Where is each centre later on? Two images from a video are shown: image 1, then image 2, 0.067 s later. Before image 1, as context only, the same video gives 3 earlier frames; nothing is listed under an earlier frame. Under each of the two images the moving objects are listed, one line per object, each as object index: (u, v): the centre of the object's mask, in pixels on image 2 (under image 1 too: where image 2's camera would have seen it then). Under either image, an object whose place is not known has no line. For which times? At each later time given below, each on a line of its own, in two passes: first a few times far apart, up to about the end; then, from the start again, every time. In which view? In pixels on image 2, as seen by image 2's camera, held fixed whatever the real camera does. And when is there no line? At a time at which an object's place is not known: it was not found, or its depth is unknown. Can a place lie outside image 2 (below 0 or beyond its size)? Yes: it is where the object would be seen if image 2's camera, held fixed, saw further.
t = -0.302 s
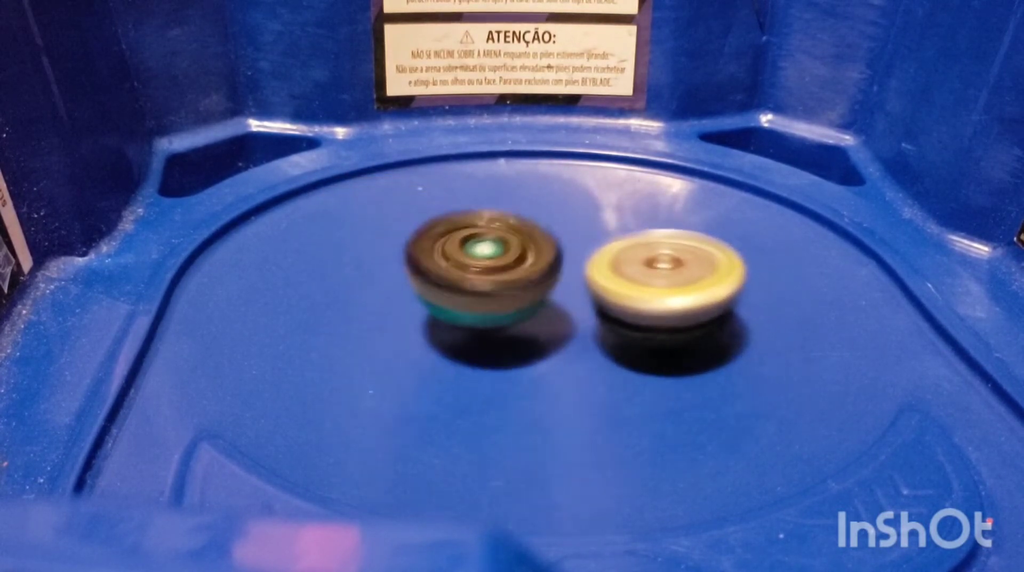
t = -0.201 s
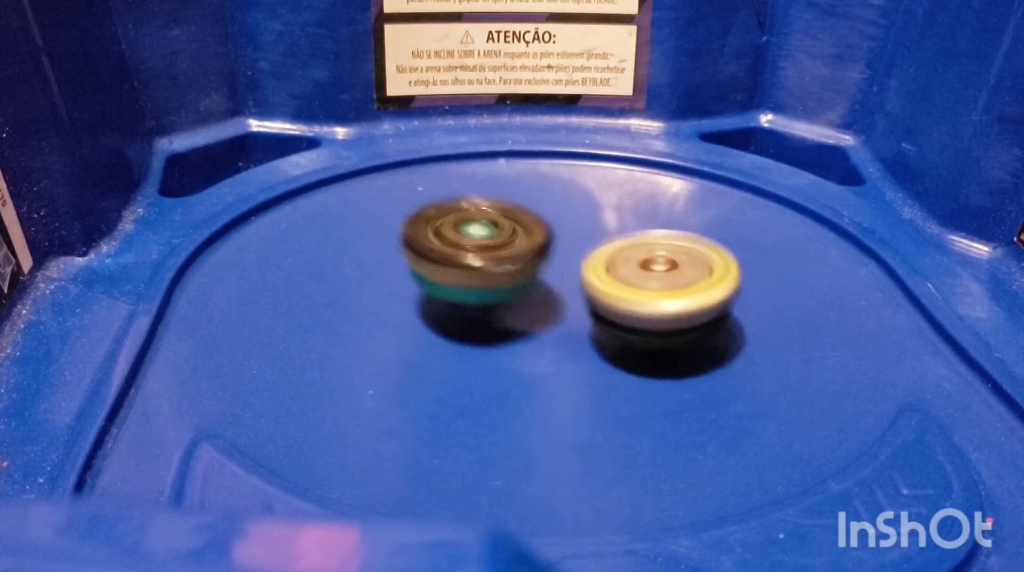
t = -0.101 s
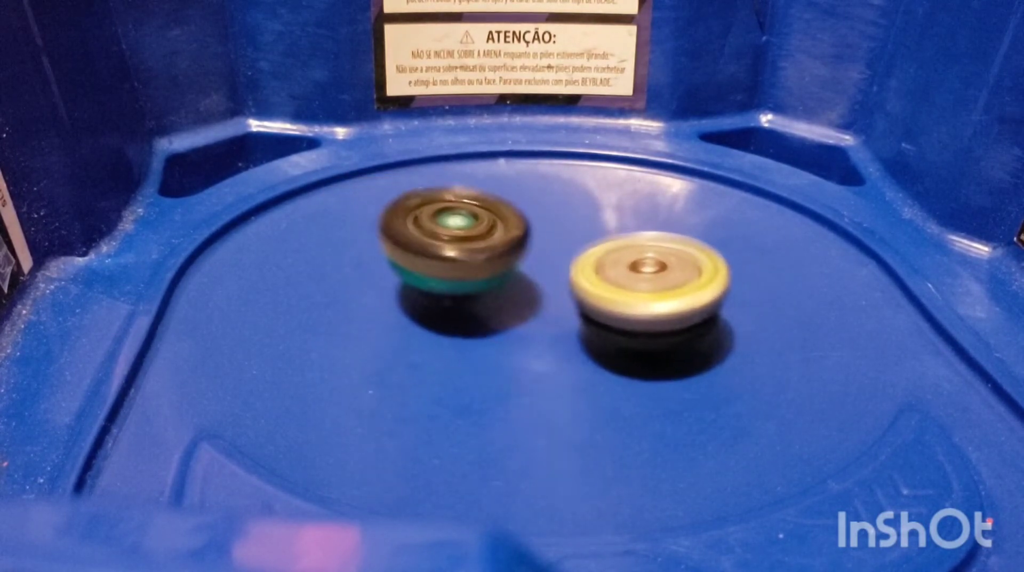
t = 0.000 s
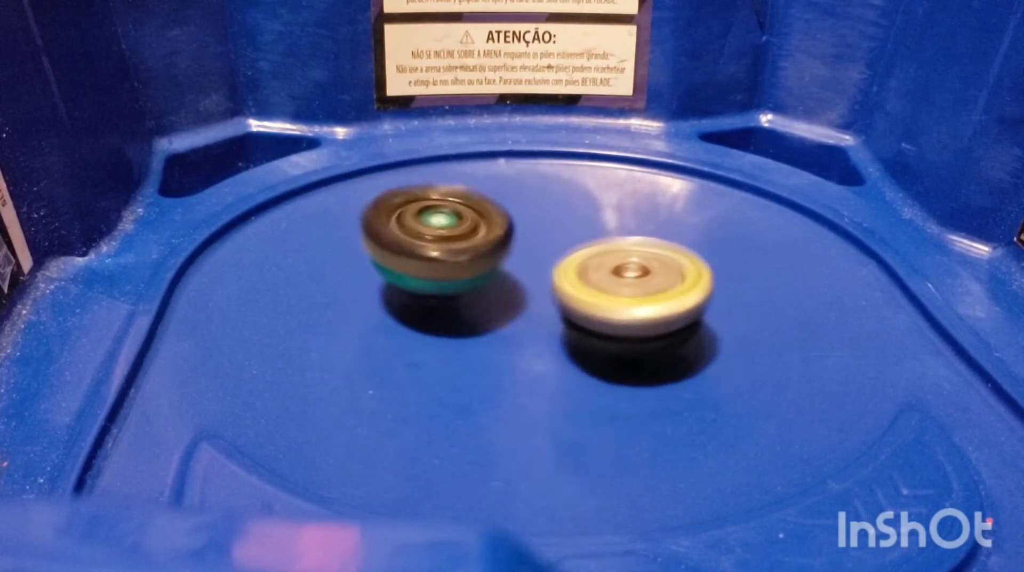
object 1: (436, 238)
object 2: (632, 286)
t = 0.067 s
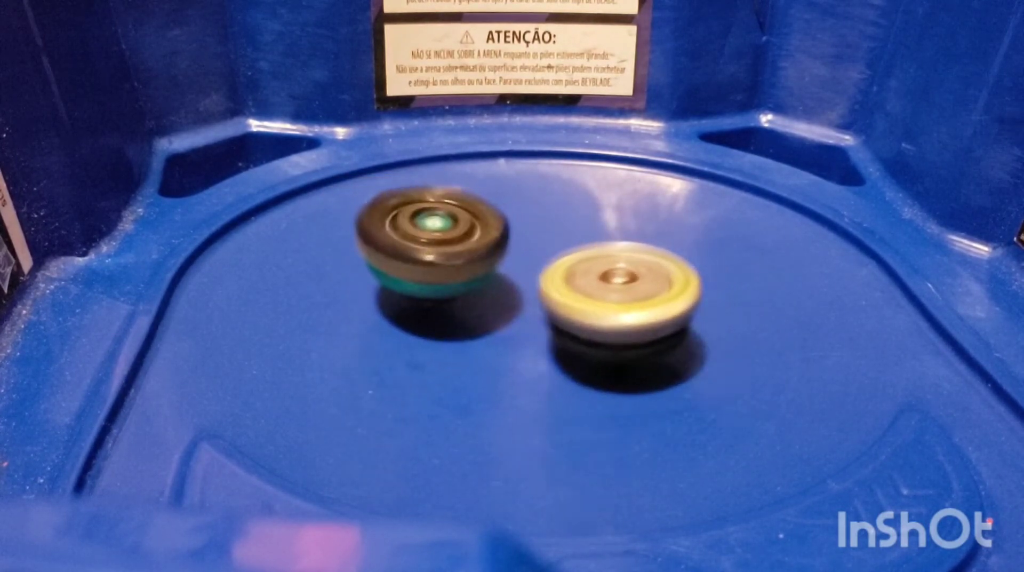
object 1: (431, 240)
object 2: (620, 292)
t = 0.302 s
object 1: (450, 252)
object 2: (581, 317)
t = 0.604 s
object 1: (505, 241)
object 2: (585, 326)
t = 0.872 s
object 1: (539, 201)
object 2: (600, 343)
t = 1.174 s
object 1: (543, 204)
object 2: (571, 308)
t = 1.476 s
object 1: (588, 246)
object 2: (456, 312)
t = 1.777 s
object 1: (640, 289)
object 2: (446, 297)
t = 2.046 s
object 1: (634, 308)
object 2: (459, 261)
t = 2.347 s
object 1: (556, 302)
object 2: (456, 232)
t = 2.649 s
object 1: (486, 309)
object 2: (489, 218)
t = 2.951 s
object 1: (472, 301)
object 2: (560, 224)
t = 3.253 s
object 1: (464, 270)
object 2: (627, 239)
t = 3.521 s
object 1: (435, 257)
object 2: (661, 253)
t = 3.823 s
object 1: (484, 263)
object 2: (648, 285)
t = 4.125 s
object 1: (508, 244)
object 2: (648, 320)
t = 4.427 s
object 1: (536, 237)
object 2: (587, 324)
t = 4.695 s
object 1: (558, 227)
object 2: (492, 310)
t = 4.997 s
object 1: (562, 239)
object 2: (416, 280)
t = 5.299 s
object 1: (600, 261)
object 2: (434, 264)
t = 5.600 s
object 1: (651, 273)
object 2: (485, 239)
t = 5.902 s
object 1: (662, 276)
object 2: (542, 218)
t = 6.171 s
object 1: (630, 301)
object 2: (557, 211)
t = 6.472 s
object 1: (550, 316)
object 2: (565, 231)
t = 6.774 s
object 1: (445, 314)
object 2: (603, 258)
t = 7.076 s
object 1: (456, 267)
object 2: (621, 288)
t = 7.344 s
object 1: (480, 223)
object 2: (687, 314)
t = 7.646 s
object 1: (548, 234)
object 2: (651, 311)
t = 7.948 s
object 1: (515, 234)
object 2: (580, 323)
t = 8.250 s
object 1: (474, 222)
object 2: (493, 315)
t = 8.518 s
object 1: (493, 215)
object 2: (441, 301)
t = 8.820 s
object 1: (557, 236)
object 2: (435, 290)
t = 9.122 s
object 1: (617, 268)
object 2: (411, 291)
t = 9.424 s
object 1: (617, 295)
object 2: (426, 270)
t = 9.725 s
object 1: (600, 302)
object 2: (461, 252)
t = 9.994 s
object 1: (634, 326)
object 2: (517, 235)
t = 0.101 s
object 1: (431, 242)
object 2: (613, 295)
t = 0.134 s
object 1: (433, 244)
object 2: (606, 298)
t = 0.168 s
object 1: (436, 247)
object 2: (599, 301)
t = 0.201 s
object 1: (440, 250)
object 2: (592, 304)
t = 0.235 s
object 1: (445, 253)
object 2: (584, 306)
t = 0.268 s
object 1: (448, 253)
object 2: (581, 311)
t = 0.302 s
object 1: (450, 252)
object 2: (581, 317)
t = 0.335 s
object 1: (453, 251)
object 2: (581, 321)
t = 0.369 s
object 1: (457, 251)
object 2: (581, 324)
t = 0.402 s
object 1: (461, 250)
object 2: (582, 326)
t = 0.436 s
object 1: (467, 249)
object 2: (582, 328)
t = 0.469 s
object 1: (474, 248)
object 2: (583, 329)
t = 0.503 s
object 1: (481, 247)
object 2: (584, 329)
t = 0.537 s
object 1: (489, 245)
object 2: (585, 329)
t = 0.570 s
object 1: (497, 243)
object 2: (585, 328)
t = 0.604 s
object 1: (505, 241)
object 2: (585, 326)
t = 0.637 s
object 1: (513, 239)
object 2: (582, 324)
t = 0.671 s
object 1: (522, 235)
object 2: (584, 329)
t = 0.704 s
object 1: (529, 229)
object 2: (587, 338)
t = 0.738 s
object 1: (533, 221)
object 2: (588, 344)
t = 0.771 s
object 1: (535, 215)
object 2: (591, 346)
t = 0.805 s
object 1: (537, 210)
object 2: (594, 346)
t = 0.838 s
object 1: (538, 205)
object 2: (598, 345)
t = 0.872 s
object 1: (539, 201)
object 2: (600, 343)
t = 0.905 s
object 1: (539, 198)
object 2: (602, 340)
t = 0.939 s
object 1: (540, 195)
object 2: (602, 336)
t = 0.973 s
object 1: (540, 194)
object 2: (603, 333)
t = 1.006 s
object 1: (540, 193)
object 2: (600, 328)
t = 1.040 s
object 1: (540, 193)
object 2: (597, 324)
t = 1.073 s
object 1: (540, 194)
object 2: (591, 320)
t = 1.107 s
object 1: (540, 197)
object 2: (586, 316)
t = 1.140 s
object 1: (542, 201)
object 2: (578, 312)
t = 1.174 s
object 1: (543, 204)
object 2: (571, 308)
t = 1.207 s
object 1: (544, 207)
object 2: (561, 305)
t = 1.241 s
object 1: (547, 211)
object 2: (549, 304)
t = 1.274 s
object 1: (550, 215)
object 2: (533, 305)
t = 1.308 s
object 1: (556, 221)
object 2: (516, 306)
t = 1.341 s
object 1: (563, 225)
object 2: (496, 309)
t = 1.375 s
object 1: (569, 231)
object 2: (480, 312)
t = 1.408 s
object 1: (575, 237)
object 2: (468, 313)
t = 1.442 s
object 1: (582, 241)
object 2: (461, 312)
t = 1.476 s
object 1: (588, 246)
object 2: (456, 312)
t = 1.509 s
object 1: (596, 251)
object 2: (452, 312)
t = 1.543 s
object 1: (604, 255)
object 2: (450, 311)
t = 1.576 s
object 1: (611, 260)
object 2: (448, 309)
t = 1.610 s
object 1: (618, 264)
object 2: (447, 308)
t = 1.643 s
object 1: (623, 269)
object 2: (446, 307)
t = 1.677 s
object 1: (629, 275)
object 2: (446, 305)
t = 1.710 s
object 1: (633, 280)
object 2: (446, 304)
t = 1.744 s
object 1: (637, 285)
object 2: (446, 300)
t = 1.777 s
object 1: (640, 289)
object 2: (446, 297)
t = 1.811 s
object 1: (642, 293)
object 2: (445, 293)
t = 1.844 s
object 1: (644, 297)
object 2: (446, 290)
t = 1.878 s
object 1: (645, 300)
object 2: (446, 286)
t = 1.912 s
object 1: (645, 302)
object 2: (448, 282)
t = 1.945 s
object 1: (644, 304)
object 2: (450, 278)
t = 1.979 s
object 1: (642, 306)
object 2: (453, 273)
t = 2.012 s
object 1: (639, 307)
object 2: (458, 268)
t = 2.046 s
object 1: (634, 308)
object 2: (459, 261)
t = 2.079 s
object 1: (629, 308)
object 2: (459, 256)
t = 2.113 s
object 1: (623, 308)
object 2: (458, 252)
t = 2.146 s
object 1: (616, 308)
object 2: (457, 248)
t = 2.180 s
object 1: (608, 307)
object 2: (457, 245)
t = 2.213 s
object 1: (599, 306)
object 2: (456, 243)
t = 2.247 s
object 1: (589, 305)
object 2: (457, 240)
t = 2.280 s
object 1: (579, 304)
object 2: (456, 237)
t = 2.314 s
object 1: (568, 302)
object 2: (456, 235)
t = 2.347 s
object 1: (556, 302)
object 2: (456, 232)
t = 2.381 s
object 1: (542, 303)
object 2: (457, 229)
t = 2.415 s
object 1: (527, 306)
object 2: (460, 225)
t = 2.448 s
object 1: (517, 307)
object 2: (462, 223)
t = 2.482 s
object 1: (510, 308)
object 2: (466, 222)
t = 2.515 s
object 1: (505, 307)
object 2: (470, 221)
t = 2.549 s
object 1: (500, 307)
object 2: (473, 220)
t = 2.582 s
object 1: (496, 306)
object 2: (478, 219)
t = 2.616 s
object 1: (491, 307)
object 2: (483, 218)
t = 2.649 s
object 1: (486, 309)
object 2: (489, 218)
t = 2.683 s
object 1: (481, 310)
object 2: (497, 219)
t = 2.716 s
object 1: (478, 311)
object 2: (504, 220)
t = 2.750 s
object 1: (476, 311)
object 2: (512, 219)
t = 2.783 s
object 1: (475, 310)
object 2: (521, 220)
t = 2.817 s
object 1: (474, 310)
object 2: (529, 221)
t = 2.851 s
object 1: (474, 309)
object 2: (537, 221)
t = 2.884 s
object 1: (474, 307)
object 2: (545, 223)
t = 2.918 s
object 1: (473, 304)
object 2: (552, 224)
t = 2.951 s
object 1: (472, 301)
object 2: (560, 224)
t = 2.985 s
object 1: (472, 298)
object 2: (568, 226)
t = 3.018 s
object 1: (472, 294)
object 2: (575, 227)
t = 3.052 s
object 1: (472, 291)
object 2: (582, 228)
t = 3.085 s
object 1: (473, 288)
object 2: (588, 230)
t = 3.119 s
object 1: (476, 285)
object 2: (595, 232)
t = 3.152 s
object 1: (478, 281)
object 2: (601, 234)
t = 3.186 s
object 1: (476, 276)
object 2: (610, 236)
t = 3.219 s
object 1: (468, 273)
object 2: (619, 237)
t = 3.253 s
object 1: (464, 270)
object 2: (627, 239)
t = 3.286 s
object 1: (461, 267)
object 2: (635, 240)
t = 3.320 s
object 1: (458, 264)
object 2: (641, 241)
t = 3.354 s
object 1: (454, 260)
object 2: (647, 242)
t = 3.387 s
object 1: (448, 258)
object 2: (652, 243)
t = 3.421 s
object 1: (443, 256)
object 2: (656, 246)
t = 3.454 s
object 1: (439, 256)
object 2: (659, 247)
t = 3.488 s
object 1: (436, 256)
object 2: (661, 250)
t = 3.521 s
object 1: (435, 257)
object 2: (661, 253)
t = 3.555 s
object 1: (436, 259)
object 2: (661, 255)
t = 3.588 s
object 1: (437, 260)
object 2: (661, 258)
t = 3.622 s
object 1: (440, 263)
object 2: (661, 262)
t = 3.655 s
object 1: (445, 265)
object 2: (659, 265)
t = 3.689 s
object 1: (453, 266)
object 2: (657, 269)
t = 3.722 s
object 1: (461, 266)
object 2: (656, 272)
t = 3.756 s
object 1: (470, 265)
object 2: (653, 277)
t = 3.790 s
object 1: (477, 264)
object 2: (650, 280)
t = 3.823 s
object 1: (484, 263)
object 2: (648, 285)
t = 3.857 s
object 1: (489, 260)
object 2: (647, 290)
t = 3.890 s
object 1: (490, 256)
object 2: (650, 296)
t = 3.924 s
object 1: (492, 252)
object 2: (652, 301)
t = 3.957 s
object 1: (496, 251)
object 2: (653, 305)
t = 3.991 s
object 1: (499, 249)
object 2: (654, 309)
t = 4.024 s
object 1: (501, 247)
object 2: (654, 313)
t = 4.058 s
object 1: (504, 247)
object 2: (653, 316)
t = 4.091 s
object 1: (506, 245)
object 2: (651, 318)
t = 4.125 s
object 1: (508, 244)
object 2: (648, 320)
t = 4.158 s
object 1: (510, 244)
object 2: (644, 322)
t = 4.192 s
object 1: (513, 244)
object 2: (640, 323)
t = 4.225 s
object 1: (515, 243)
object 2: (634, 325)
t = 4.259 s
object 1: (518, 243)
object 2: (628, 325)
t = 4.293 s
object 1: (520, 242)
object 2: (621, 325)
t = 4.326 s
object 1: (523, 242)
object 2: (614, 325)
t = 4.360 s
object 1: (527, 241)
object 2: (606, 324)
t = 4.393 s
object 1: (531, 239)
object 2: (596, 324)
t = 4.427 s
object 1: (536, 237)
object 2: (587, 324)
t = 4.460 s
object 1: (540, 234)
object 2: (576, 324)
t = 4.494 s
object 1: (542, 232)
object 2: (564, 323)
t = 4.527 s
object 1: (544, 231)
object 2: (552, 322)
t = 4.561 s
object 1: (548, 230)
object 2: (540, 321)
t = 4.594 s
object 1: (552, 228)
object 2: (529, 319)
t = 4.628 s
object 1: (555, 228)
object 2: (517, 316)
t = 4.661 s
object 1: (557, 227)
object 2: (505, 313)
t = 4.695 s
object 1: (558, 227)
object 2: (492, 310)
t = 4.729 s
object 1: (560, 228)
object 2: (480, 306)
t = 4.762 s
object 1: (560, 228)
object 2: (468, 303)
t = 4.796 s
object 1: (560, 229)
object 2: (457, 298)
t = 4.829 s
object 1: (560, 230)
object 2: (447, 294)
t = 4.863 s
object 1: (560, 231)
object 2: (438, 290)
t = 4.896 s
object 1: (560, 233)
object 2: (431, 287)
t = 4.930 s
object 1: (560, 235)
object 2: (424, 284)
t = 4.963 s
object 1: (561, 237)
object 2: (419, 282)
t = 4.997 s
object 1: (562, 239)
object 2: (416, 280)
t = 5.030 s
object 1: (563, 241)
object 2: (415, 278)
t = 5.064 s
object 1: (564, 244)
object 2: (414, 276)
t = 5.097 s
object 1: (566, 247)
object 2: (414, 275)
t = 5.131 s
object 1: (570, 248)
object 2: (415, 273)
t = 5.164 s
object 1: (575, 251)
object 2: (417, 272)
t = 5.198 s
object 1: (581, 253)
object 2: (420, 270)
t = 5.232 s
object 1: (588, 255)
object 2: (424, 269)
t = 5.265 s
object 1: (595, 259)
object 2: (429, 266)
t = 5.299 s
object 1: (600, 261)
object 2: (434, 264)
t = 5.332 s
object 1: (605, 265)
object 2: (439, 262)
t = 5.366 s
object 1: (608, 266)
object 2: (445, 260)
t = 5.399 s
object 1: (610, 267)
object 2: (451, 257)
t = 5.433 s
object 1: (617, 268)
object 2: (454, 254)
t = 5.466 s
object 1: (625, 269)
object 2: (459, 249)
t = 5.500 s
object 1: (633, 271)
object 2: (464, 246)
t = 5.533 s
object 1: (640, 272)
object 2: (471, 243)
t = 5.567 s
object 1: (647, 273)
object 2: (478, 241)
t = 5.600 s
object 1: (651, 273)
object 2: (485, 239)
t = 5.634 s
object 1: (655, 273)
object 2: (493, 236)
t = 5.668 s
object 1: (658, 273)
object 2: (501, 234)
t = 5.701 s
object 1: (659, 272)
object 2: (509, 232)
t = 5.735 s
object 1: (658, 271)
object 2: (517, 230)
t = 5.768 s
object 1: (659, 271)
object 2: (524, 227)
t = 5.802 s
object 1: (661, 273)
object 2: (529, 224)
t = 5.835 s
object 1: (663, 274)
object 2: (533, 222)
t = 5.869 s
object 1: (663, 275)
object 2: (538, 220)
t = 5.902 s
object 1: (662, 276)
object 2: (542, 218)
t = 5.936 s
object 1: (660, 278)
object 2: (546, 216)
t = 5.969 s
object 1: (657, 279)
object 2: (549, 215)
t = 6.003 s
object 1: (652, 280)
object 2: (552, 214)
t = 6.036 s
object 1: (646, 282)
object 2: (555, 214)
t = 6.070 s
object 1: (642, 287)
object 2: (555, 212)
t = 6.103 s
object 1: (638, 293)
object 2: (557, 210)
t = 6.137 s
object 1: (634, 297)
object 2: (557, 210)
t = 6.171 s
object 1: (630, 301)
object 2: (557, 211)
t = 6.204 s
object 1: (625, 305)
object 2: (557, 212)
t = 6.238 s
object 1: (618, 309)
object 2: (558, 214)
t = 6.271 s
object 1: (610, 311)
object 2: (558, 215)
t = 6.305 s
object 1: (602, 314)
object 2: (558, 217)
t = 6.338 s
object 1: (592, 316)
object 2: (558, 219)
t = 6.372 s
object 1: (582, 317)
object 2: (559, 223)
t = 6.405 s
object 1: (571, 317)
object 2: (560, 225)
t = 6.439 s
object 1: (561, 317)
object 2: (561, 228)
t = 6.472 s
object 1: (550, 316)
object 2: (565, 231)
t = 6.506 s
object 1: (532, 321)
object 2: (570, 232)
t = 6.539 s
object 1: (516, 325)
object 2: (576, 234)
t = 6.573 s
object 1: (502, 327)
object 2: (580, 238)
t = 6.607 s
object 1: (492, 327)
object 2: (583, 241)
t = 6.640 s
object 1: (481, 326)
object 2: (586, 244)
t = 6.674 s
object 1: (470, 324)
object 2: (589, 248)
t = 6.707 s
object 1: (461, 322)
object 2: (593, 251)
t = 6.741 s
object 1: (452, 319)
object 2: (598, 255)
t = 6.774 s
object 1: (445, 314)
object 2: (603, 258)
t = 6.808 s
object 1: (438, 309)
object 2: (607, 261)
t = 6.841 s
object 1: (436, 304)
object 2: (611, 265)
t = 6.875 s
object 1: (433, 299)
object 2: (614, 268)
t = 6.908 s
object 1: (432, 293)
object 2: (617, 272)
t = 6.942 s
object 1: (434, 288)
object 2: (618, 275)
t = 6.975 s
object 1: (437, 282)
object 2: (619, 278)
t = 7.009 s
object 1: (442, 277)
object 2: (620, 281)
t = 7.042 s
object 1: (448, 271)
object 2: (621, 284)
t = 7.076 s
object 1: (456, 267)
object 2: (621, 288)
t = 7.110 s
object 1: (454, 259)
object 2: (635, 295)
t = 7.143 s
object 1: (447, 248)
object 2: (651, 303)
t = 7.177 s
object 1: (446, 240)
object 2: (661, 308)
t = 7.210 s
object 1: (451, 234)
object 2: (669, 310)
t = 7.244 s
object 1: (457, 230)
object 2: (675, 312)
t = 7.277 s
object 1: (464, 228)
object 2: (680, 313)
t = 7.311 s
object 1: (472, 226)
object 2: (684, 314)
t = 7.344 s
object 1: (480, 223)
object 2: (687, 314)
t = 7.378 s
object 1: (491, 223)
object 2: (688, 314)
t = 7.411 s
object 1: (501, 224)
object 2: (688, 313)
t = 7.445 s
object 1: (510, 224)
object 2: (686, 312)
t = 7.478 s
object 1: (521, 226)
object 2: (681, 311)
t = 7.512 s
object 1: (531, 230)
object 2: (675, 309)
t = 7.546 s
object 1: (538, 234)
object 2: (667, 308)
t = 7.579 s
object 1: (544, 237)
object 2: (659, 306)
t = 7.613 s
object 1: (549, 238)
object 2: (653, 307)
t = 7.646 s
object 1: (548, 234)
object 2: (651, 311)
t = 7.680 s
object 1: (545, 232)
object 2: (645, 312)
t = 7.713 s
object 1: (544, 231)
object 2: (637, 313)
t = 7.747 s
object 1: (542, 232)
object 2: (629, 313)
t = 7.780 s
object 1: (542, 234)
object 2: (621, 313)
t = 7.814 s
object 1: (538, 236)
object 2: (613, 314)
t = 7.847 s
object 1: (534, 237)
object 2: (605, 318)
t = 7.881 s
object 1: (528, 236)
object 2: (597, 321)
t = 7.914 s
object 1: (520, 235)
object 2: (589, 322)
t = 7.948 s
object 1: (515, 234)
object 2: (580, 323)
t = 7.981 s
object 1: (510, 233)
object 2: (571, 323)
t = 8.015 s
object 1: (504, 231)
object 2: (561, 324)
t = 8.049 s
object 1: (498, 230)
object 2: (551, 323)
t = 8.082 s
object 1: (492, 229)
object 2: (541, 322)
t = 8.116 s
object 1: (487, 228)
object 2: (531, 321)
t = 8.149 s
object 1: (482, 227)
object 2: (521, 318)
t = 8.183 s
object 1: (477, 226)
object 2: (512, 316)
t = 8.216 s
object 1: (475, 225)
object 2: (502, 313)
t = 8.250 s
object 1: (474, 222)
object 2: (493, 315)
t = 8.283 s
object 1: (472, 221)
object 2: (484, 314)
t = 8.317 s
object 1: (471, 218)
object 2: (477, 313)
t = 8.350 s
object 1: (471, 217)
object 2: (471, 310)
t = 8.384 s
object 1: (472, 215)
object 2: (465, 308)
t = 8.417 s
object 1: (474, 214)
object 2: (459, 305)
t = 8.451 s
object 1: (478, 213)
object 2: (454, 302)
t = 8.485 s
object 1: (484, 214)
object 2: (448, 299)
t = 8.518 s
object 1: (493, 215)
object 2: (441, 301)
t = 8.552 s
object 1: (500, 215)
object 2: (437, 301)
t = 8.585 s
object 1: (506, 216)
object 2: (434, 300)
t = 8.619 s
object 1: (512, 217)
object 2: (432, 299)
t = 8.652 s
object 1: (521, 219)
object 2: (431, 298)
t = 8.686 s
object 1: (527, 222)
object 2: (432, 297)
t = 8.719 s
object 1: (535, 224)
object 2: (434, 295)
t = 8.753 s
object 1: (541, 227)
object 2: (435, 293)
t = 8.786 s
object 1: (548, 231)
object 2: (436, 291)
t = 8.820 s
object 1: (557, 236)
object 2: (435, 290)
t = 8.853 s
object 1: (563, 240)
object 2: (434, 289)
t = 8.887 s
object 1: (577, 242)
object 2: (424, 288)
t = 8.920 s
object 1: (593, 245)
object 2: (417, 288)
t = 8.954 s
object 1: (603, 249)
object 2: (412, 289)
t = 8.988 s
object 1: (608, 254)
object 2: (409, 289)
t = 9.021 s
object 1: (611, 256)
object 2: (407, 290)
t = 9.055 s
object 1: (614, 259)
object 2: (407, 290)
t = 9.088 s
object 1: (616, 263)
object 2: (408, 291)
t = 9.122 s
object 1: (617, 268)
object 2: (411, 291)
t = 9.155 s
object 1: (615, 272)
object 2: (416, 291)
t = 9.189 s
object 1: (611, 276)
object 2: (422, 290)
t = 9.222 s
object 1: (606, 280)
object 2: (428, 289)
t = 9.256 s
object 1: (602, 282)
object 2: (433, 287)
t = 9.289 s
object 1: (603, 284)
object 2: (433, 285)
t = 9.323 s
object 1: (603, 286)
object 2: (434, 281)
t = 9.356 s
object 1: (612, 290)
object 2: (427, 277)
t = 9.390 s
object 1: (616, 292)
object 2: (426, 272)
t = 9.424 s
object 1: (617, 295)
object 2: (426, 270)
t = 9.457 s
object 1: (615, 297)
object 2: (428, 267)
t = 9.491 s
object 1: (615, 298)
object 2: (431, 266)
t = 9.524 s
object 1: (612, 299)
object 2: (434, 264)
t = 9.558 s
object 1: (610, 300)
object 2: (438, 263)
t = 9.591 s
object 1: (607, 301)
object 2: (442, 262)
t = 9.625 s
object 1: (605, 301)
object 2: (446, 261)
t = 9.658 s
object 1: (601, 301)
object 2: (452, 259)
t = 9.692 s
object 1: (599, 301)
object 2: (458, 256)
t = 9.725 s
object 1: (600, 302)
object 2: (461, 252)
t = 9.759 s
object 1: (613, 309)
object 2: (463, 244)
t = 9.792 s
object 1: (622, 314)
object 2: (468, 238)
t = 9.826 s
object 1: (628, 317)
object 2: (475, 236)
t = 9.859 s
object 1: (631, 319)
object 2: (482, 235)
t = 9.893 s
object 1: (635, 321)
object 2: (490, 235)
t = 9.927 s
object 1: (636, 323)
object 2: (499, 235)
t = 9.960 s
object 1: (636, 325)
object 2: (508, 235)
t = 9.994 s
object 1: (634, 326)
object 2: (517, 235)
